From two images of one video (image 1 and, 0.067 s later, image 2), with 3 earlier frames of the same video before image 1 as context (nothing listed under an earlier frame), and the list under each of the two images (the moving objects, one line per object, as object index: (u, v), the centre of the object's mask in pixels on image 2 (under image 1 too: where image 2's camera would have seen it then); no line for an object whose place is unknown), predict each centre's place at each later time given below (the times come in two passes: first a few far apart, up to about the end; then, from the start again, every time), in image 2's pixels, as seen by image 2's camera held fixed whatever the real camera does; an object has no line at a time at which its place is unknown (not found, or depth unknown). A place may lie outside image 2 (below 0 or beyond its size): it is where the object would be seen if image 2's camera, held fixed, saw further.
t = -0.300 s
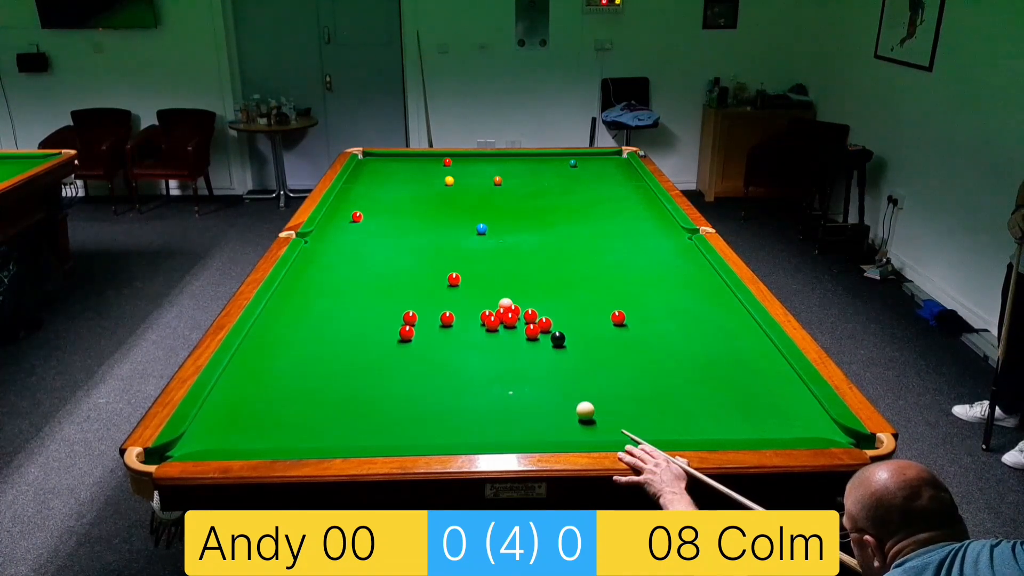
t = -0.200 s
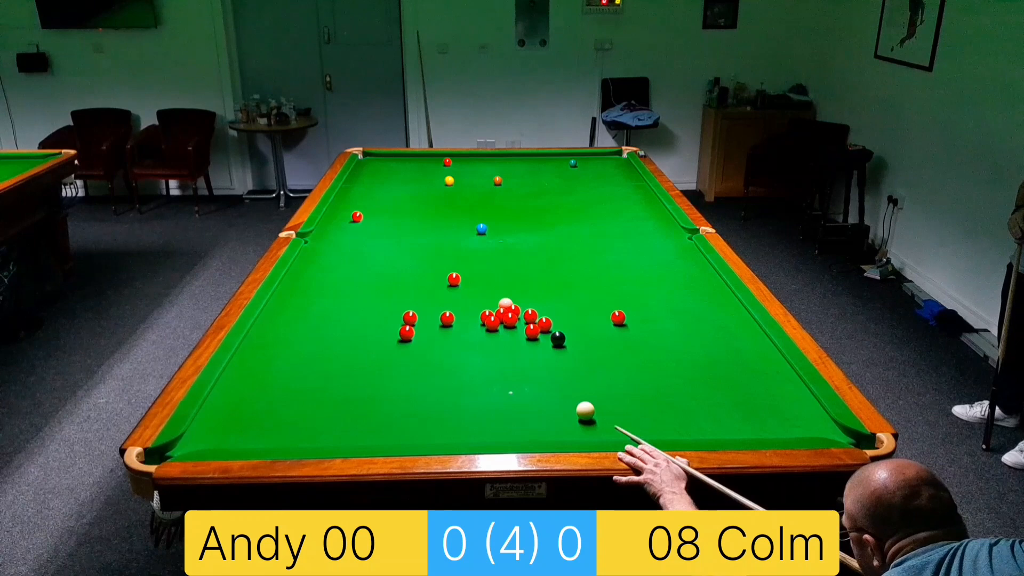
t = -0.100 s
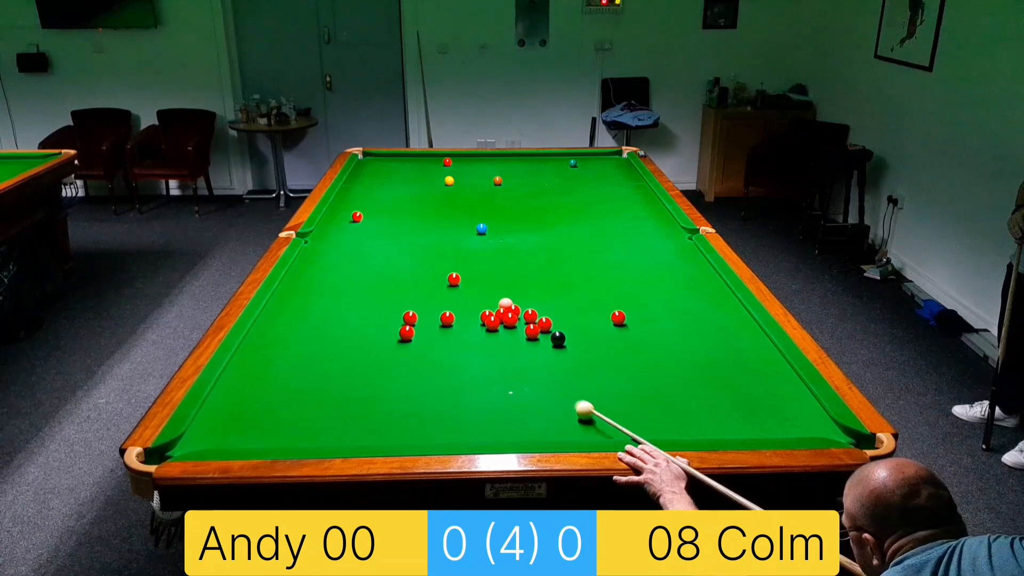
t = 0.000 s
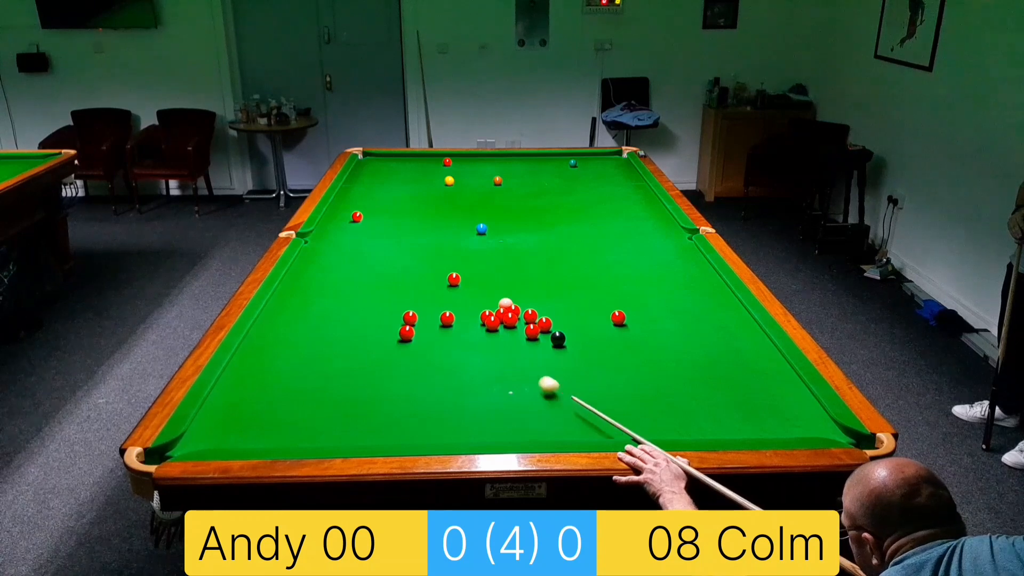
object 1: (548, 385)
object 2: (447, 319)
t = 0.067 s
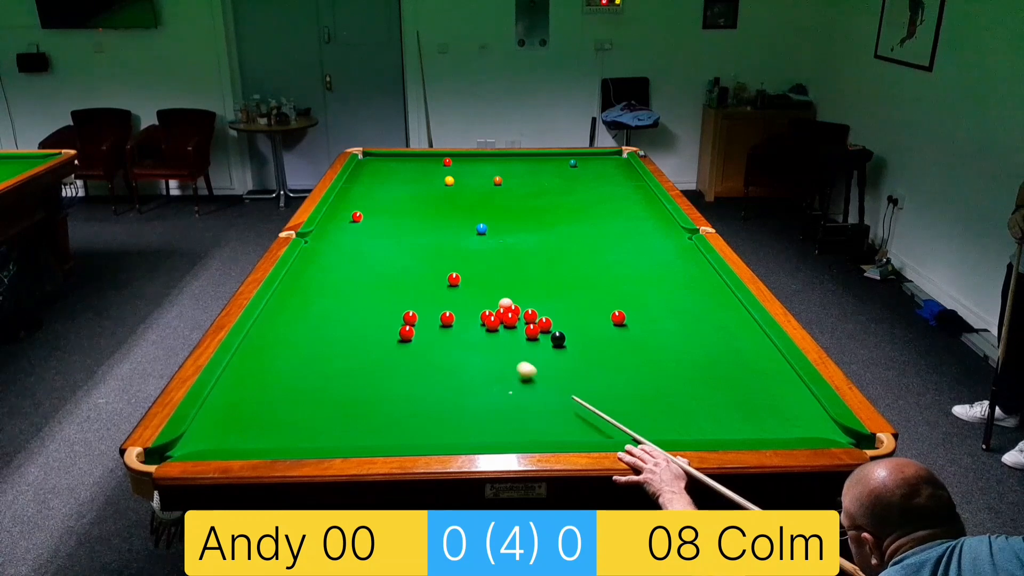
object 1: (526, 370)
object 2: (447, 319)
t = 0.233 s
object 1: (478, 338)
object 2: (447, 319)
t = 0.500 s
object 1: (451, 320)
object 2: (414, 297)
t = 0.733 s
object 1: (439, 311)
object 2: (383, 278)
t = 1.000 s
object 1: (427, 301)
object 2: (353, 259)
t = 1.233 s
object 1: (417, 294)
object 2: (331, 244)
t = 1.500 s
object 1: (408, 286)
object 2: (323, 233)
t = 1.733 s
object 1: (400, 281)
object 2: (351, 233)
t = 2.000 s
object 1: (393, 274)
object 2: (382, 233)
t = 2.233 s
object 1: (387, 270)
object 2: (407, 233)
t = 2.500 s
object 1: (381, 265)
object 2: (434, 233)
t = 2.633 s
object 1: (379, 263)
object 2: (447, 233)
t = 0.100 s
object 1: (516, 364)
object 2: (447, 319)
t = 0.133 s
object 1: (506, 357)
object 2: (447, 319)
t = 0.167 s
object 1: (496, 350)
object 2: (447, 319)
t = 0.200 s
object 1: (487, 344)
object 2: (447, 319)
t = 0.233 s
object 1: (478, 338)
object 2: (447, 319)
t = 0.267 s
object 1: (469, 333)
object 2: (447, 319)
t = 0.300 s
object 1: (461, 327)
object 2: (447, 319)
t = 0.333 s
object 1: (455, 323)
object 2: (444, 316)
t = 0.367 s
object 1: (455, 323)
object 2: (438, 312)
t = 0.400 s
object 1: (454, 322)
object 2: (431, 308)
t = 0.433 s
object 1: (453, 322)
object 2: (425, 304)
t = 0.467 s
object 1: (452, 321)
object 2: (419, 301)
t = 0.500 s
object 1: (451, 320)
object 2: (414, 297)
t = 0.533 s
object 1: (449, 318)
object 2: (408, 294)
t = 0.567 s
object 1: (447, 317)
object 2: (404, 291)
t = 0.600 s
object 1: (446, 316)
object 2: (399, 288)
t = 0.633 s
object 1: (444, 314)
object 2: (395, 285)
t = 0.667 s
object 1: (442, 313)
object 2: (391, 283)
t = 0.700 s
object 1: (440, 312)
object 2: (387, 280)
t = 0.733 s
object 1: (439, 311)
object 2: (383, 278)
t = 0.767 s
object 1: (437, 309)
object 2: (379, 275)
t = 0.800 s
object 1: (435, 308)
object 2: (375, 273)
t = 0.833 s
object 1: (434, 307)
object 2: (371, 270)
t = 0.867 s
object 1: (433, 306)
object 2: (368, 268)
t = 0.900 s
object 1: (431, 305)
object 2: (364, 265)
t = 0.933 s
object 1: (430, 304)
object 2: (360, 263)
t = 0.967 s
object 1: (428, 302)
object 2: (357, 261)
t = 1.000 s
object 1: (427, 301)
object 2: (353, 259)
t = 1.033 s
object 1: (425, 300)
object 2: (350, 257)
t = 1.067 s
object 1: (424, 299)
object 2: (347, 254)
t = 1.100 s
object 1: (423, 298)
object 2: (343, 252)
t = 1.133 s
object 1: (421, 297)
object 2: (340, 250)
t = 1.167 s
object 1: (420, 296)
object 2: (337, 248)
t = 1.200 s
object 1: (418, 295)
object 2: (334, 246)
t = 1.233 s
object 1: (417, 294)
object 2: (331, 244)
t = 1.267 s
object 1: (416, 293)
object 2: (328, 242)
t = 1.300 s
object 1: (415, 292)
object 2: (325, 240)
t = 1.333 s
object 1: (414, 291)
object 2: (322, 238)
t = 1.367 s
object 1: (412, 290)
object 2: (319, 237)
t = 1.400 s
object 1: (411, 289)
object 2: (316, 235)
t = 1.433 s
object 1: (410, 288)
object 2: (314, 233)
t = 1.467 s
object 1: (409, 287)
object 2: (318, 233)
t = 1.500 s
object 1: (408, 286)
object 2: (323, 233)
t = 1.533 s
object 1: (407, 286)
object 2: (327, 233)
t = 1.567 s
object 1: (405, 285)
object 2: (331, 233)
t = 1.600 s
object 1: (405, 284)
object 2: (336, 233)
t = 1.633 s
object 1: (404, 283)
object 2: (340, 233)
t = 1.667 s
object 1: (402, 282)
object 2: (344, 233)
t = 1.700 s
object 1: (401, 281)
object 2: (348, 233)
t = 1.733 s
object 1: (400, 281)
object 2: (351, 233)
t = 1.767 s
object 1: (399, 280)
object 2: (355, 233)
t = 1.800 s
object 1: (398, 279)
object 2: (360, 233)
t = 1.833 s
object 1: (398, 278)
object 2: (363, 233)
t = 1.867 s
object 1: (396, 277)
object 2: (367, 233)
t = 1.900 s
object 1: (396, 277)
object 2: (371, 233)
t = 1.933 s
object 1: (395, 276)
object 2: (374, 233)
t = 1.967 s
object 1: (394, 275)
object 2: (378, 233)
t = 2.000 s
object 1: (393, 274)
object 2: (382, 233)
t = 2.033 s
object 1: (392, 274)
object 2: (385, 233)
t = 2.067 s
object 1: (391, 273)
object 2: (389, 233)
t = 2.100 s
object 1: (390, 272)
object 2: (393, 233)
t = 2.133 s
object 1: (390, 272)
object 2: (396, 233)
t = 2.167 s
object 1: (389, 271)
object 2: (400, 233)
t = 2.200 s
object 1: (388, 270)
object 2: (403, 233)
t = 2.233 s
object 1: (387, 270)
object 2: (407, 233)
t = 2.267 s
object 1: (386, 269)
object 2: (410, 233)
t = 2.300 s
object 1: (386, 268)
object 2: (414, 233)
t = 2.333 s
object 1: (385, 268)
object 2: (417, 233)
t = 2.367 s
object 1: (384, 267)
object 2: (421, 233)
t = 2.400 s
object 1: (383, 267)
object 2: (424, 233)
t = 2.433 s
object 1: (383, 266)
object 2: (427, 233)
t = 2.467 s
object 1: (382, 265)
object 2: (431, 233)
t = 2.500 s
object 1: (381, 265)
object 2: (434, 233)
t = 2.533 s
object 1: (381, 264)
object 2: (437, 233)
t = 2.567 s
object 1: (380, 264)
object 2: (441, 233)
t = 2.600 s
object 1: (380, 263)
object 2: (444, 233)
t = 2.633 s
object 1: (379, 263)
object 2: (447, 233)
